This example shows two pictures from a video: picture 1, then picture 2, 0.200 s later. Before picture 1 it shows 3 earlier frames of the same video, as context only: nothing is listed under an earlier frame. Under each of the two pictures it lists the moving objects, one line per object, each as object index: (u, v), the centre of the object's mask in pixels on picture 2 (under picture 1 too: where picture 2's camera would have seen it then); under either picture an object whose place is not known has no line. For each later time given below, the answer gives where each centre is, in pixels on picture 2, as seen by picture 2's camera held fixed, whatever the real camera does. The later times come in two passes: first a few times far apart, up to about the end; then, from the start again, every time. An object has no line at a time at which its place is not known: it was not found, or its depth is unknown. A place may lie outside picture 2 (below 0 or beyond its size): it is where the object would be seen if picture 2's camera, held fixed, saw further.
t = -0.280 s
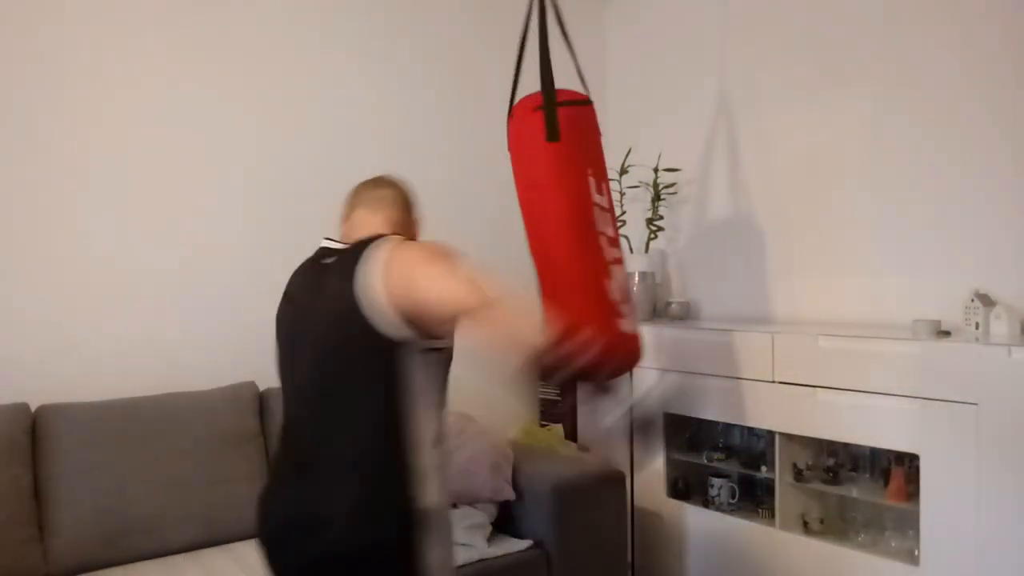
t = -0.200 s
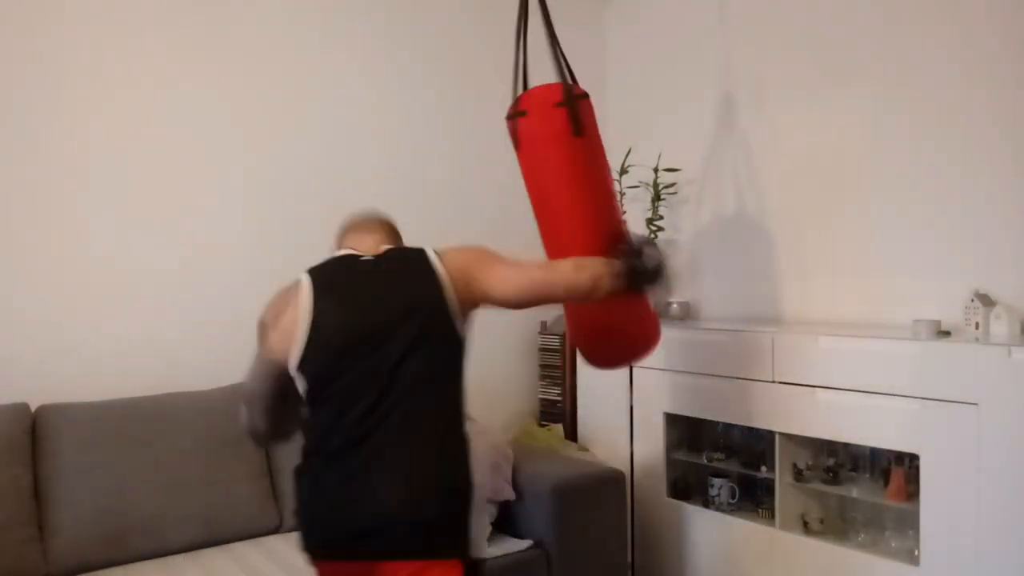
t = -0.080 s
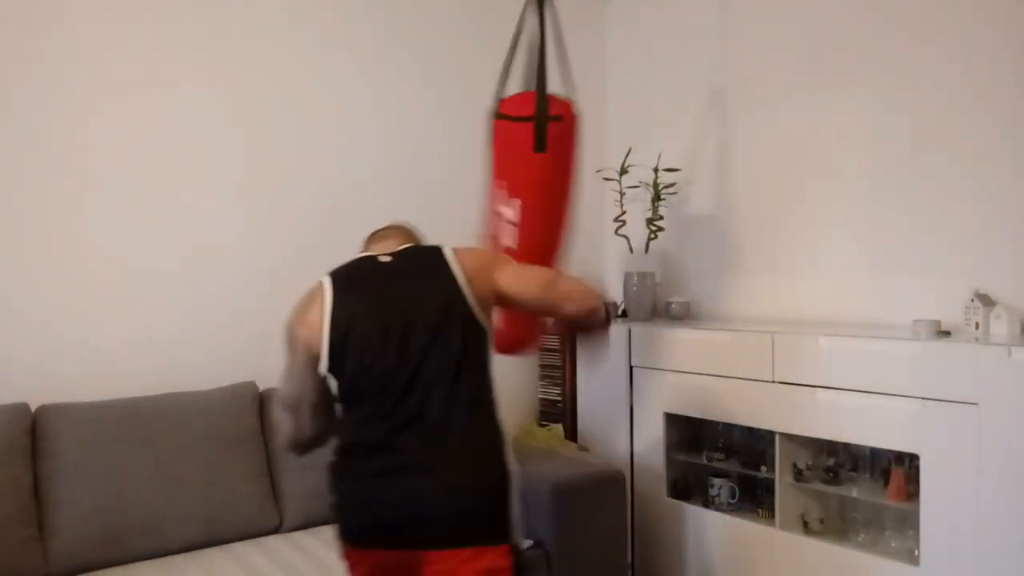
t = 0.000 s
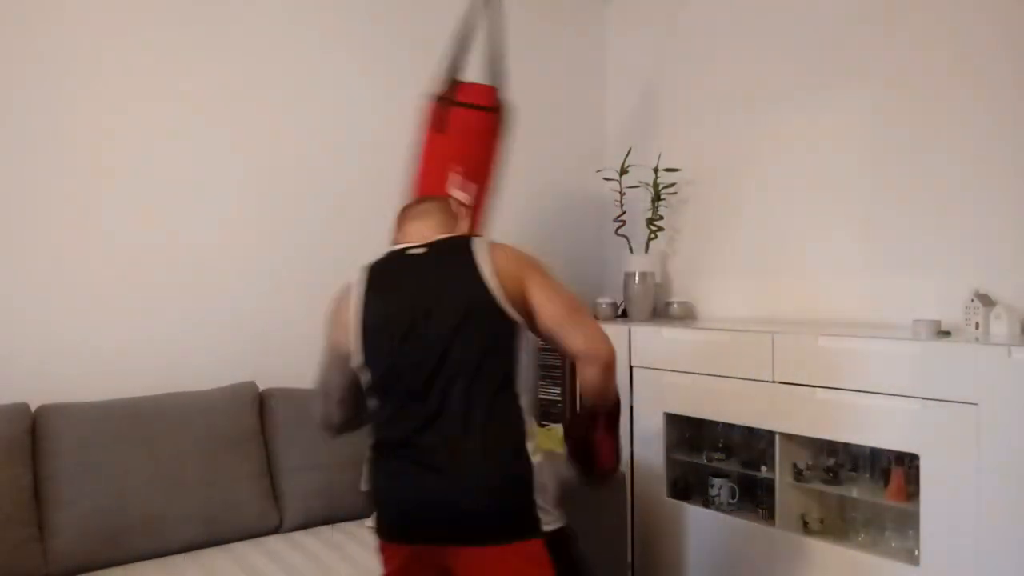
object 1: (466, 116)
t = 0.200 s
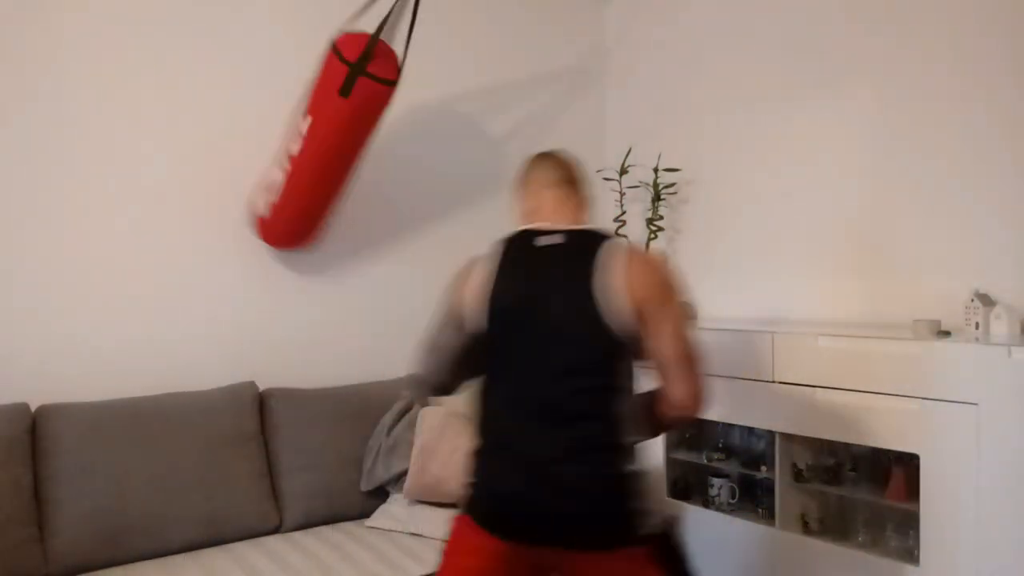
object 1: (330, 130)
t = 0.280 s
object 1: (304, 115)
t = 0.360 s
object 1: (283, 104)
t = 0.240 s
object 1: (319, 121)
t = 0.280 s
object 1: (304, 115)
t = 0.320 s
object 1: (292, 110)
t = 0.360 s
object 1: (283, 104)
